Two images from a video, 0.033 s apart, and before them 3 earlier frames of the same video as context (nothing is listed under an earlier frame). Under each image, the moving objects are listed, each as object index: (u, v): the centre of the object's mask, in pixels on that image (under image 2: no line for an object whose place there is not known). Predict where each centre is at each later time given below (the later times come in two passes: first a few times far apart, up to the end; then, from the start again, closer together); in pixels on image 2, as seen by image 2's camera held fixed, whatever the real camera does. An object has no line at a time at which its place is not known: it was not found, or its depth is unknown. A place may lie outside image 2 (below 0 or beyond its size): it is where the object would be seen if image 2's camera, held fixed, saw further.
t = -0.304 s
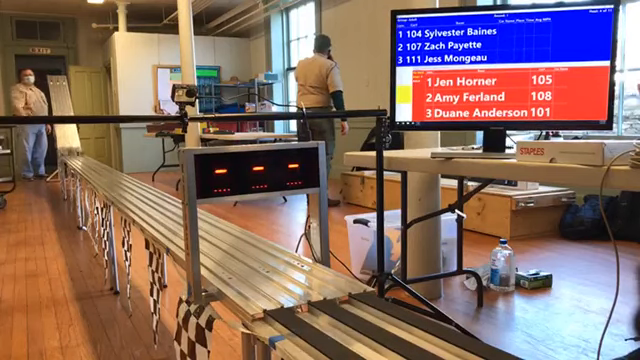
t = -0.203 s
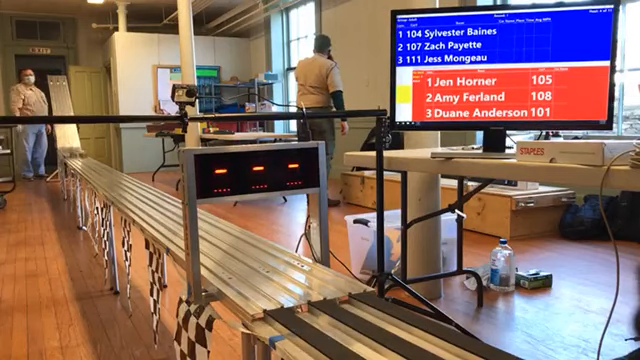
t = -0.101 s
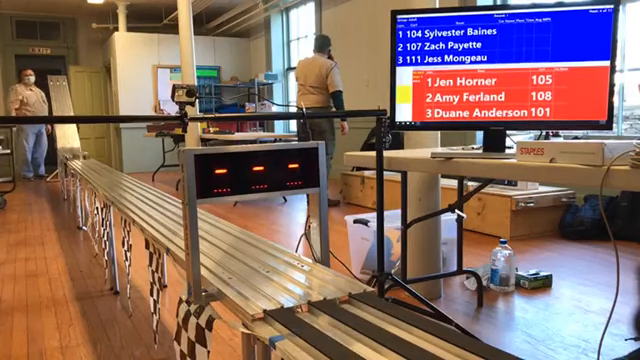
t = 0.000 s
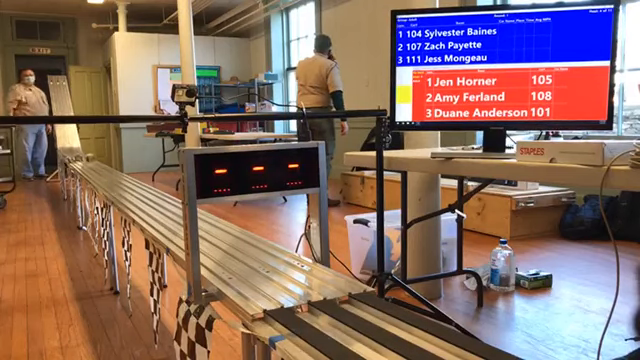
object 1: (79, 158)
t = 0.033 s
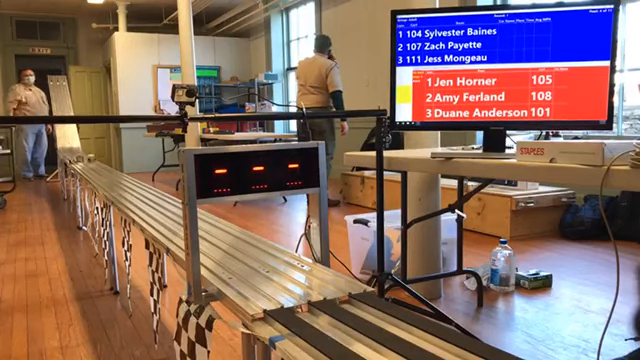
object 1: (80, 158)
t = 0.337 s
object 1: (90, 164)
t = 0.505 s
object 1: (97, 169)
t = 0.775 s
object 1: (112, 179)
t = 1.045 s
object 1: (133, 191)
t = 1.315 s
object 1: (166, 210)
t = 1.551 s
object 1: (214, 237)
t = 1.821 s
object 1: (317, 297)
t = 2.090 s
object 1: (375, 325)
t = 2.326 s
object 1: (375, 324)
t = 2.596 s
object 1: (375, 324)
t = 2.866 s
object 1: (375, 324)
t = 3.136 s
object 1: (375, 324)
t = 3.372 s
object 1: (375, 324)
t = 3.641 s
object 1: (375, 324)
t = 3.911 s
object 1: (375, 324)
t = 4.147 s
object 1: (375, 324)
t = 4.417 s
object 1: (375, 324)
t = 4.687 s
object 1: (375, 324)
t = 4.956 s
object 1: (375, 324)
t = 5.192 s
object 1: (375, 324)
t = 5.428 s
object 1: (375, 324)
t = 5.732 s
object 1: (375, 324)
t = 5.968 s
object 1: (375, 324)
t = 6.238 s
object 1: (375, 324)
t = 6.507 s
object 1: (375, 324)
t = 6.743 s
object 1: (375, 324)
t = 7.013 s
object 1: (375, 324)
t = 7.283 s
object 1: (375, 324)
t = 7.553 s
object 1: (375, 324)
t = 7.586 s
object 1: (375, 324)
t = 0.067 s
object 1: (81, 158)
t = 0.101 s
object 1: (82, 159)
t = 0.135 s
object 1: (83, 160)
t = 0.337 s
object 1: (90, 164)
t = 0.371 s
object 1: (91, 165)
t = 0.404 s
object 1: (92, 166)
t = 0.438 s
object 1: (94, 167)
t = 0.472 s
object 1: (95, 168)
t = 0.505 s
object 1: (97, 169)
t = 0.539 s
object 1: (98, 170)
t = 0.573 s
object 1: (100, 171)
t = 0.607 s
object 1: (102, 172)
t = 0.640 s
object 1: (104, 173)
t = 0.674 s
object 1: (106, 175)
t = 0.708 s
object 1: (108, 176)
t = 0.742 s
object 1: (110, 177)
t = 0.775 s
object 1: (112, 179)
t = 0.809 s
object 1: (114, 180)
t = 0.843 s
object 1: (116, 182)
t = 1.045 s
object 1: (133, 191)
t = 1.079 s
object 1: (137, 193)
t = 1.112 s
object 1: (140, 195)
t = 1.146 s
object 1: (143, 198)
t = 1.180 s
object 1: (148, 200)
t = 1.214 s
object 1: (152, 202)
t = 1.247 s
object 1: (156, 205)
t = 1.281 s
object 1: (161, 208)
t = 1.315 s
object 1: (166, 210)
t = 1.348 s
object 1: (170, 214)
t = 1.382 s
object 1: (175, 217)
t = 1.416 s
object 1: (177, 221)
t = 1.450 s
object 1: (202, 226)
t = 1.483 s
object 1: (205, 230)
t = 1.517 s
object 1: (209, 233)
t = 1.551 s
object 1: (214, 237)
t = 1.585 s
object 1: (224, 243)
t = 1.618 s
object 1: (233, 249)
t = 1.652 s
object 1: (244, 254)
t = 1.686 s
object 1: (256, 261)
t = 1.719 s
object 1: (268, 268)
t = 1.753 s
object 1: (284, 276)
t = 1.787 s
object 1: (301, 287)
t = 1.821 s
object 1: (317, 297)
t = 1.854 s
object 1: (334, 304)
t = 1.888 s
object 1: (354, 314)
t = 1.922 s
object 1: (364, 318)
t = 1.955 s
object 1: (372, 323)
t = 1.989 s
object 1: (374, 324)
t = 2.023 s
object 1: (375, 325)
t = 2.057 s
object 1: (376, 324)
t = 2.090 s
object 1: (375, 325)
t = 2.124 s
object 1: (374, 325)
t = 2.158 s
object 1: (375, 324)
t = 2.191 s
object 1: (375, 324)
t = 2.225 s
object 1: (375, 325)
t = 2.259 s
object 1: (375, 325)
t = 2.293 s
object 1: (375, 324)
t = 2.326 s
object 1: (375, 324)
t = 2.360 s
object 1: (375, 324)
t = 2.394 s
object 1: (375, 324)
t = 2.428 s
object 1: (375, 324)
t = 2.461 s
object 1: (375, 324)
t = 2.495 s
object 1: (375, 324)
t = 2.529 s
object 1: (375, 324)
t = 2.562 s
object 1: (375, 324)
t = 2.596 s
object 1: (375, 324)
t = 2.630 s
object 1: (375, 324)
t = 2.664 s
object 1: (375, 324)
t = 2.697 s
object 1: (375, 324)
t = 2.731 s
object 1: (375, 324)
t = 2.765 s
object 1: (375, 324)
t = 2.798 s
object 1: (375, 324)
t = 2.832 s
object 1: (375, 324)
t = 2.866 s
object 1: (375, 324)
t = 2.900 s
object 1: (375, 324)
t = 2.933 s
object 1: (375, 324)
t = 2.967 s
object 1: (375, 324)
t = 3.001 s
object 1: (375, 324)
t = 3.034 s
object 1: (375, 324)
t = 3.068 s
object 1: (375, 324)
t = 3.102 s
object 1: (375, 324)
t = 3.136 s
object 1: (375, 324)
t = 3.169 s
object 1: (375, 324)
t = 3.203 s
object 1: (375, 324)
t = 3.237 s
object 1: (375, 324)
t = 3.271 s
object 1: (375, 324)
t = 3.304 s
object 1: (375, 324)
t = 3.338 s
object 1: (375, 324)
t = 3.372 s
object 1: (375, 324)
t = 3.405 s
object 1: (375, 324)
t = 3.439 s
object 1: (375, 324)
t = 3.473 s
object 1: (375, 324)
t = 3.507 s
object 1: (375, 324)
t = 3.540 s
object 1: (375, 324)
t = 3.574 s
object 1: (375, 324)
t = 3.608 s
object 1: (375, 324)
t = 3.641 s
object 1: (375, 324)
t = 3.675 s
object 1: (375, 324)
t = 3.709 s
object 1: (375, 324)
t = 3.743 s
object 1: (375, 324)
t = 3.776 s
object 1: (375, 324)
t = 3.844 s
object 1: (375, 324)
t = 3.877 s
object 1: (375, 324)
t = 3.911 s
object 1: (375, 324)
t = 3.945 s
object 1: (375, 324)
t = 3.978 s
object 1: (375, 324)
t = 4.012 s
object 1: (375, 324)
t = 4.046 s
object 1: (375, 324)
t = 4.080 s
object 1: (375, 324)
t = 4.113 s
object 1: (375, 324)
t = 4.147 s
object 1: (375, 324)
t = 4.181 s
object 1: (375, 324)
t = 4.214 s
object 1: (375, 324)
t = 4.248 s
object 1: (375, 324)
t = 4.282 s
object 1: (375, 324)
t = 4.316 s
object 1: (375, 324)
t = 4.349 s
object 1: (375, 324)
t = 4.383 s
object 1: (375, 324)
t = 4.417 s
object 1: (375, 324)
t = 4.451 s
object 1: (375, 324)
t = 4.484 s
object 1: (375, 324)
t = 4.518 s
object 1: (375, 324)
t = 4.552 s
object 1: (375, 324)
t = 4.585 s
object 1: (375, 324)
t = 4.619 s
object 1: (375, 324)
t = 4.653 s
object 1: (375, 324)
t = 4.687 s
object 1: (375, 324)
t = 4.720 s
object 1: (375, 324)
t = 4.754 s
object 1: (375, 324)
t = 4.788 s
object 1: (375, 324)
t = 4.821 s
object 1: (375, 324)
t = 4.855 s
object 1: (375, 324)
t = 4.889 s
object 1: (375, 324)
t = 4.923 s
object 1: (375, 324)
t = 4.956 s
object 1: (375, 324)
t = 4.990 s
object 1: (375, 324)
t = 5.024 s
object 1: (375, 324)
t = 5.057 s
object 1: (375, 324)
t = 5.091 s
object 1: (375, 324)
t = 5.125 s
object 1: (375, 324)
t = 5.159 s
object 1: (375, 324)
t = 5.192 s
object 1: (375, 324)
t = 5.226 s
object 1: (375, 324)
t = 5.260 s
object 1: (375, 324)
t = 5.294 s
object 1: (375, 324)
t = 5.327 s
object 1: (375, 324)
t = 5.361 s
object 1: (375, 324)
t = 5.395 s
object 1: (375, 324)
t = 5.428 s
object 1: (375, 324)
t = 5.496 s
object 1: (375, 324)
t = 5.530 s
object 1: (375, 324)
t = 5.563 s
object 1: (375, 324)
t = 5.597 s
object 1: (375, 324)
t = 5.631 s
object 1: (375, 324)
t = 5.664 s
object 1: (375, 324)
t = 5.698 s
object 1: (375, 324)
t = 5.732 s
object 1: (375, 324)
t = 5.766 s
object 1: (375, 324)
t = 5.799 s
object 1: (375, 324)
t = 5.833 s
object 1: (375, 325)
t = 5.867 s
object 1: (375, 324)
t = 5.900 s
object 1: (375, 324)
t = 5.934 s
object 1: (375, 324)
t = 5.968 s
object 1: (375, 324)
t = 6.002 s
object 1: (375, 324)
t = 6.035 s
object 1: (375, 324)
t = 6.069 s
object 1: (375, 324)
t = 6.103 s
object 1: (375, 324)
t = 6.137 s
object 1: (375, 324)
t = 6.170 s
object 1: (375, 324)
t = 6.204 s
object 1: (375, 324)
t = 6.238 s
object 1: (375, 324)
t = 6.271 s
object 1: (375, 324)
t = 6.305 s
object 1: (375, 324)
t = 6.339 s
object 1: (375, 324)
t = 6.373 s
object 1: (375, 324)
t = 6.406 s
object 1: (375, 324)
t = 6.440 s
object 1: (375, 324)
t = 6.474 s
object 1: (375, 324)
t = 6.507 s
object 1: (375, 324)
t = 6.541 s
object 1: (375, 324)
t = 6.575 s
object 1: (375, 324)
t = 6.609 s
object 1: (375, 324)
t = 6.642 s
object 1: (375, 324)
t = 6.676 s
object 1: (375, 324)
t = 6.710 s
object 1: (375, 324)
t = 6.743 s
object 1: (375, 324)
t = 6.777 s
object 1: (375, 324)
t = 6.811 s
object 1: (375, 324)
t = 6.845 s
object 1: (375, 324)
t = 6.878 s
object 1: (375, 324)
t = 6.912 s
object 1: (375, 324)
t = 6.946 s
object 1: (375, 324)
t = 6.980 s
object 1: (375, 324)
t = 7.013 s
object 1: (375, 324)
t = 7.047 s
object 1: (375, 324)
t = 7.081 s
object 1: (375, 324)
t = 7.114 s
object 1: (375, 324)
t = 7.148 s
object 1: (375, 324)
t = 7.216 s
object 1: (375, 324)
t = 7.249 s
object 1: (375, 324)
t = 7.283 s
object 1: (375, 324)
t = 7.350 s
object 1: (375, 324)
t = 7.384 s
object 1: (375, 324)
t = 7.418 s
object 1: (375, 324)
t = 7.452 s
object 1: (375, 324)
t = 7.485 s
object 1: (375, 324)
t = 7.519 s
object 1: (375, 324)
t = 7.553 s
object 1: (375, 324)
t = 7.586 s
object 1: (375, 324)
